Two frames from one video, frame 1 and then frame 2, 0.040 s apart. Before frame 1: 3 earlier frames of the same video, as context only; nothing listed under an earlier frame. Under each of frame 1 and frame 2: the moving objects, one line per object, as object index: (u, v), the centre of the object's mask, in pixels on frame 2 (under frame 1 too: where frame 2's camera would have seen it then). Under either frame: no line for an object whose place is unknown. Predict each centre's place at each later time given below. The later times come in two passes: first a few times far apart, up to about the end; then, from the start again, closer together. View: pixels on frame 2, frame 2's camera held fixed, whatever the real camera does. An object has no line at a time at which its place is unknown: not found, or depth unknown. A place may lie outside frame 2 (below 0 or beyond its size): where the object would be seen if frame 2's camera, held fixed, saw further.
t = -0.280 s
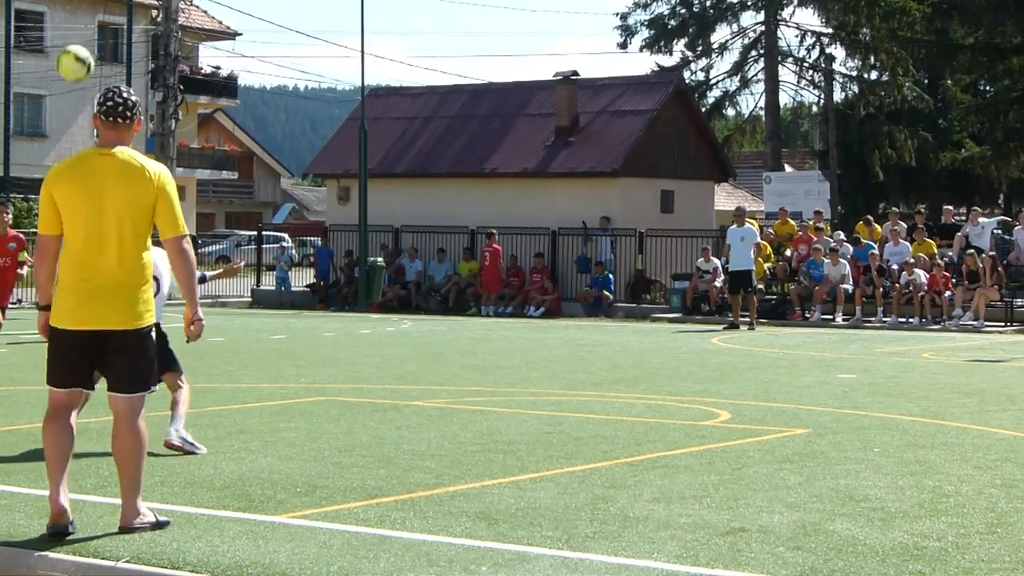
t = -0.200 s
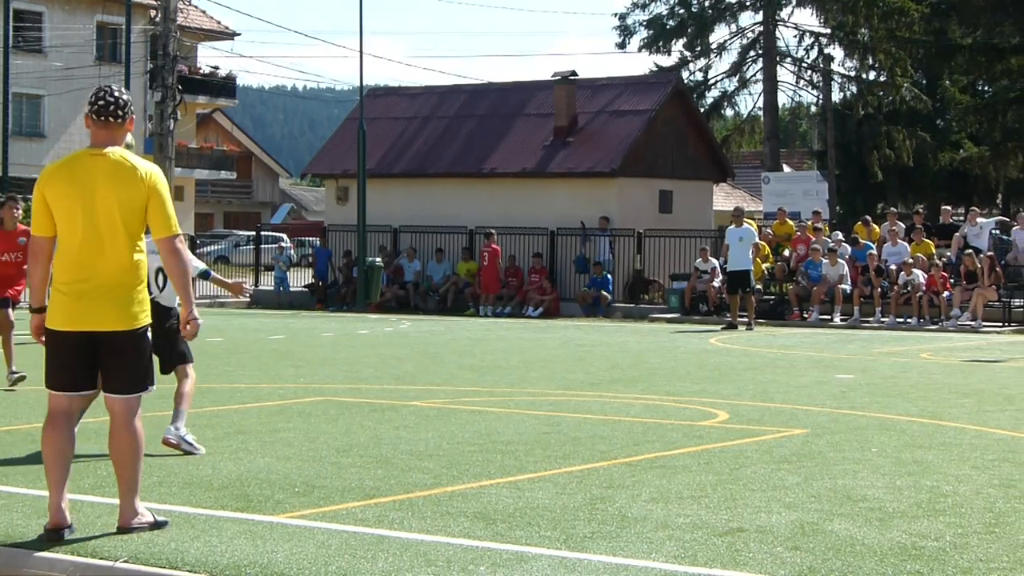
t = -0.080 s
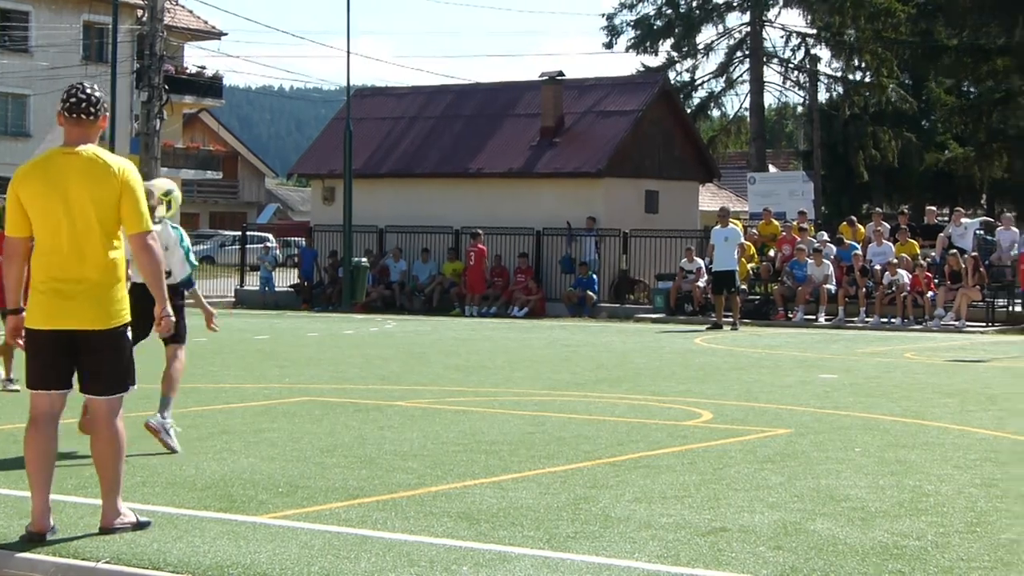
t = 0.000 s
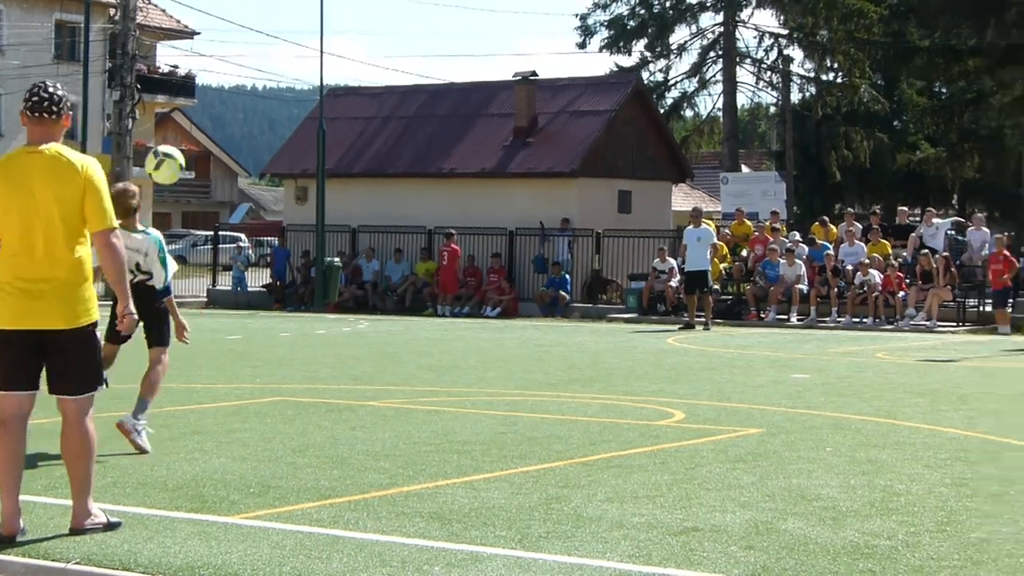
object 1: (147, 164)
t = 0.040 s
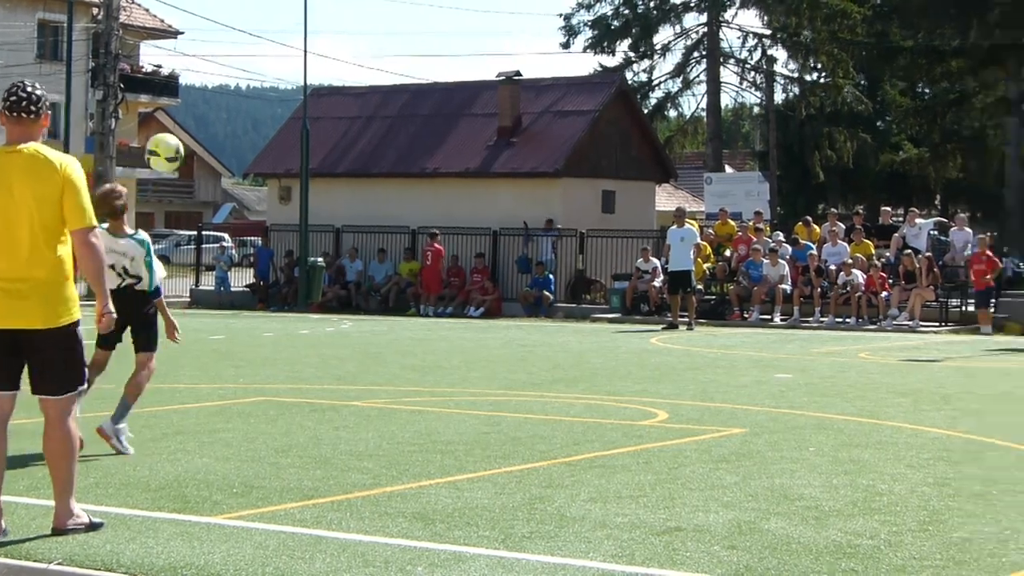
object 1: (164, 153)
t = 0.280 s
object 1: (257, 138)
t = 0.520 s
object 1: (342, 218)
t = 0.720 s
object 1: (407, 348)
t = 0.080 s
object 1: (180, 144)
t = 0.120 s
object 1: (196, 136)
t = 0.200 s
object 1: (227, 132)
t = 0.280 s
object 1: (257, 138)
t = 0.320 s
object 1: (271, 145)
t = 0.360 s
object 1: (286, 155)
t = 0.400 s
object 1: (301, 167)
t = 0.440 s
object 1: (315, 181)
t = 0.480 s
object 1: (328, 198)
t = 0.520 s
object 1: (342, 218)
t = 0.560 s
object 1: (355, 239)
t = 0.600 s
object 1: (369, 263)
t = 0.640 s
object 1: (382, 289)
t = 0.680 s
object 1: (395, 317)
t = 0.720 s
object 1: (407, 348)
